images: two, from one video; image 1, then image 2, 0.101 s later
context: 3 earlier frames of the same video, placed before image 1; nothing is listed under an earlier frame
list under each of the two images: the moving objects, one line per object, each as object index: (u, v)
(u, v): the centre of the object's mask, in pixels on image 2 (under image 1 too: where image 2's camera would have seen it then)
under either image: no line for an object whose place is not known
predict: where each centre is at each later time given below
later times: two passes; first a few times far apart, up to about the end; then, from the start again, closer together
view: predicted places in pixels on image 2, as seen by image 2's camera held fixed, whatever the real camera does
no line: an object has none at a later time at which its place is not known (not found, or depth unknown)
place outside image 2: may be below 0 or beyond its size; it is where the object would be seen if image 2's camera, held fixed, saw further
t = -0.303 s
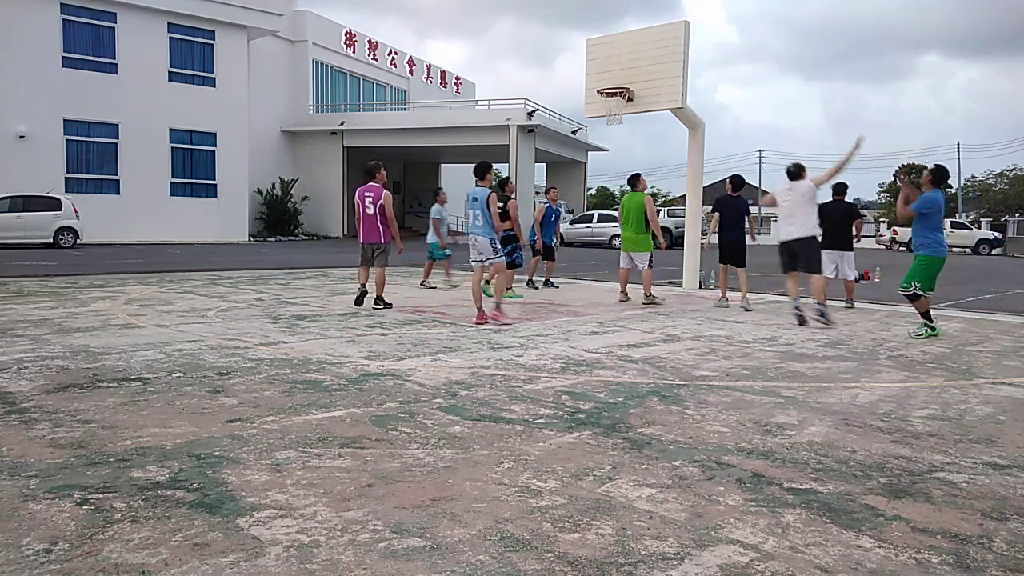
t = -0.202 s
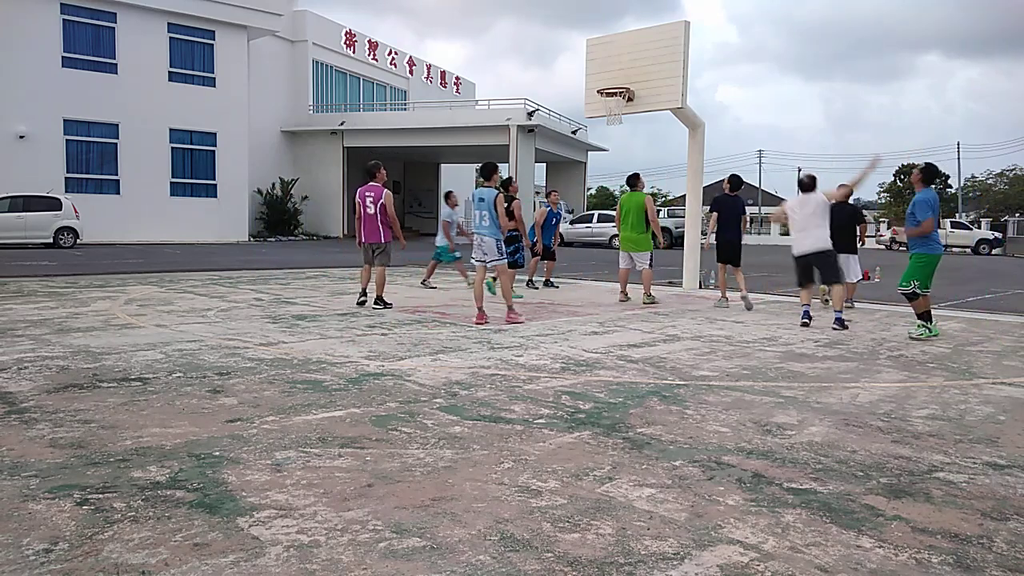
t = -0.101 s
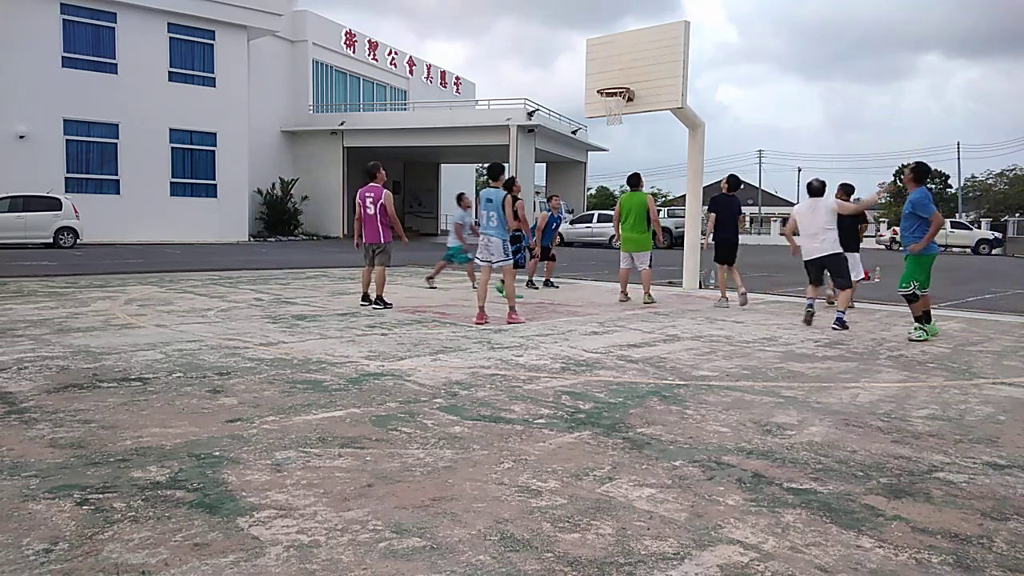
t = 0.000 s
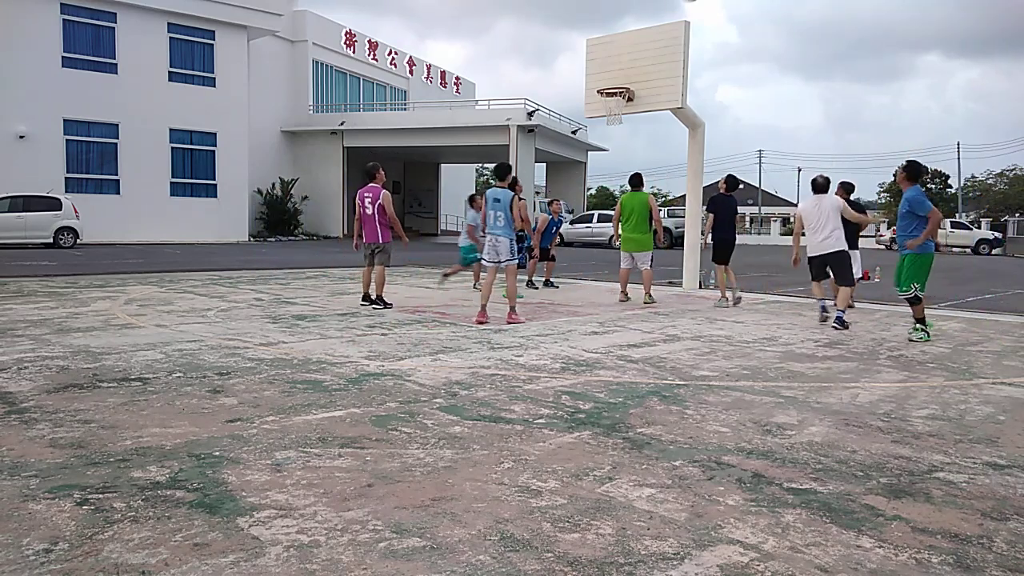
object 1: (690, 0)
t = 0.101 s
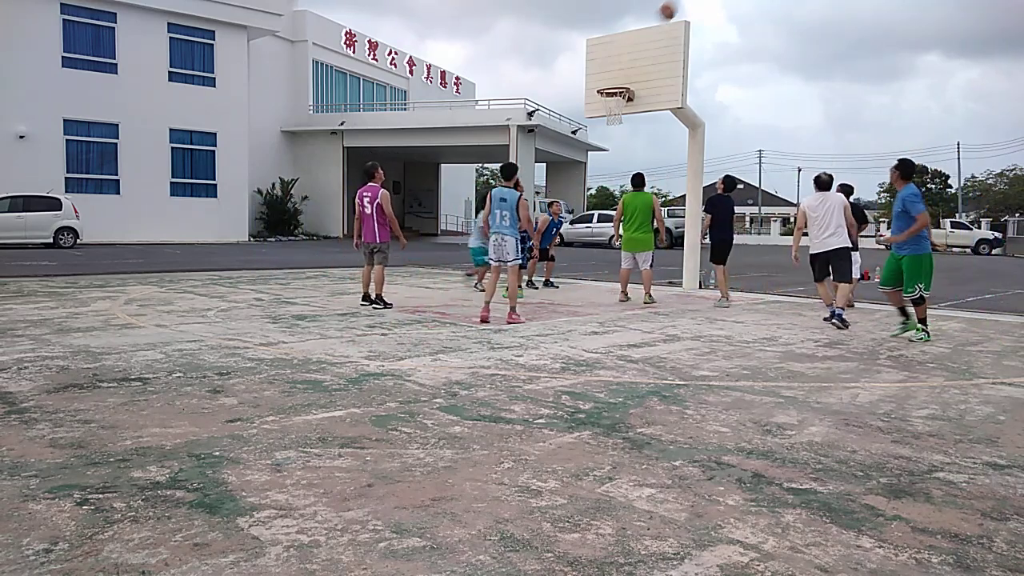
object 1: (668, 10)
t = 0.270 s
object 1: (629, 57)
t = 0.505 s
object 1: (615, 117)
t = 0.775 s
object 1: (638, 161)
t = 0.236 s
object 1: (636, 46)
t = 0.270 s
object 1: (629, 57)
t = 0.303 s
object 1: (621, 67)
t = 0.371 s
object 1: (607, 91)
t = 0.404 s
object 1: (606, 102)
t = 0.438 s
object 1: (608, 107)
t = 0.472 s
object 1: (612, 114)
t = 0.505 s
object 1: (615, 117)
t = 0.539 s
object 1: (618, 120)
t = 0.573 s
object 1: (621, 123)
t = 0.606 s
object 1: (624, 128)
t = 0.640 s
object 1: (627, 133)
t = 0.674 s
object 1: (629, 140)
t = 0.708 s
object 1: (632, 146)
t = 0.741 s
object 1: (635, 153)
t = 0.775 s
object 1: (638, 161)
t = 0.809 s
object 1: (641, 168)
